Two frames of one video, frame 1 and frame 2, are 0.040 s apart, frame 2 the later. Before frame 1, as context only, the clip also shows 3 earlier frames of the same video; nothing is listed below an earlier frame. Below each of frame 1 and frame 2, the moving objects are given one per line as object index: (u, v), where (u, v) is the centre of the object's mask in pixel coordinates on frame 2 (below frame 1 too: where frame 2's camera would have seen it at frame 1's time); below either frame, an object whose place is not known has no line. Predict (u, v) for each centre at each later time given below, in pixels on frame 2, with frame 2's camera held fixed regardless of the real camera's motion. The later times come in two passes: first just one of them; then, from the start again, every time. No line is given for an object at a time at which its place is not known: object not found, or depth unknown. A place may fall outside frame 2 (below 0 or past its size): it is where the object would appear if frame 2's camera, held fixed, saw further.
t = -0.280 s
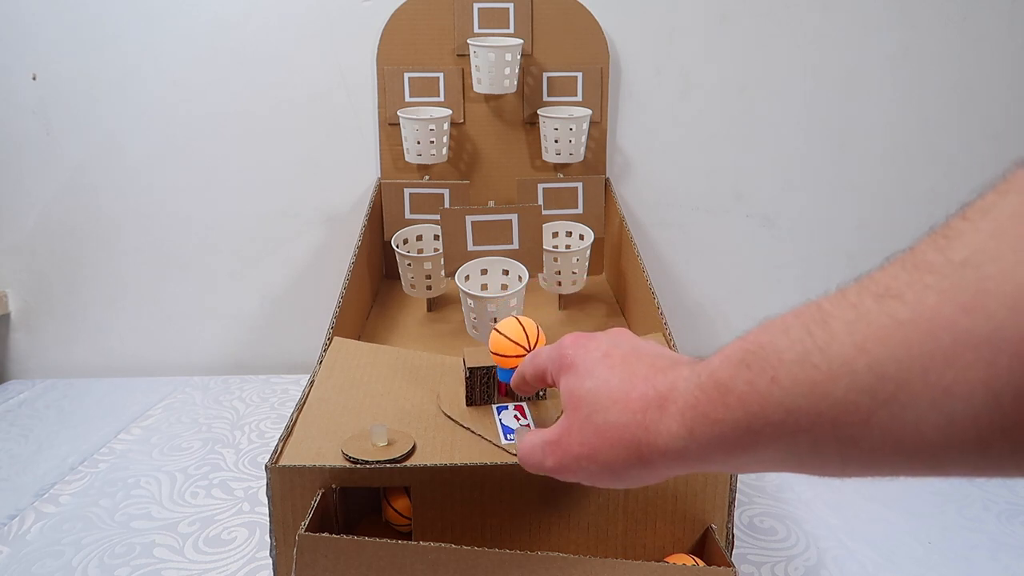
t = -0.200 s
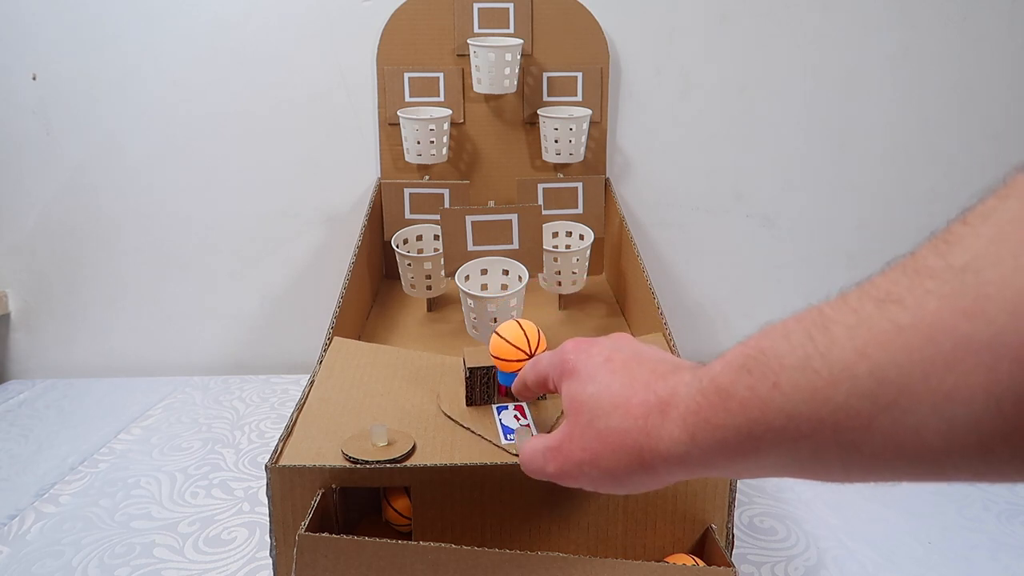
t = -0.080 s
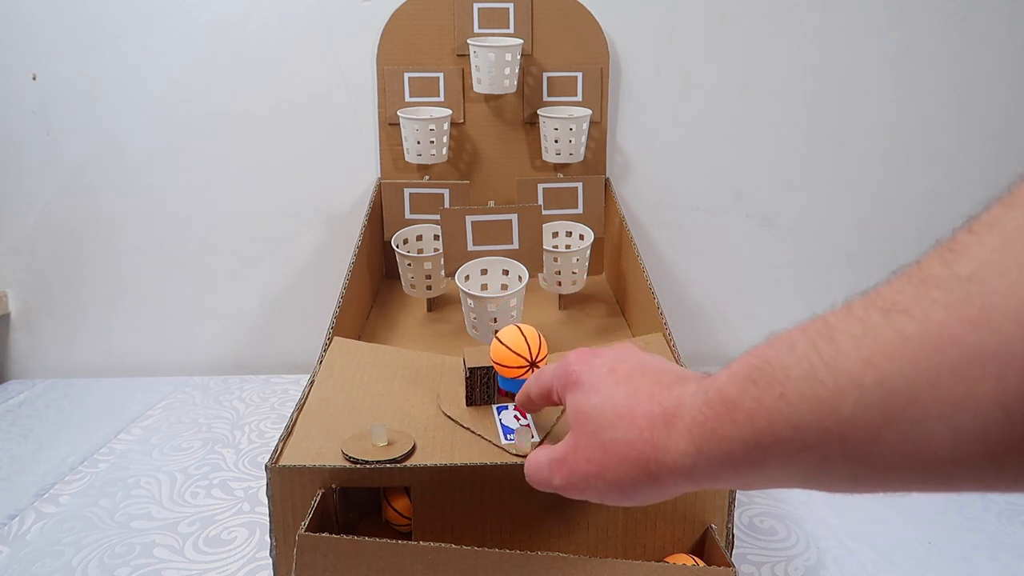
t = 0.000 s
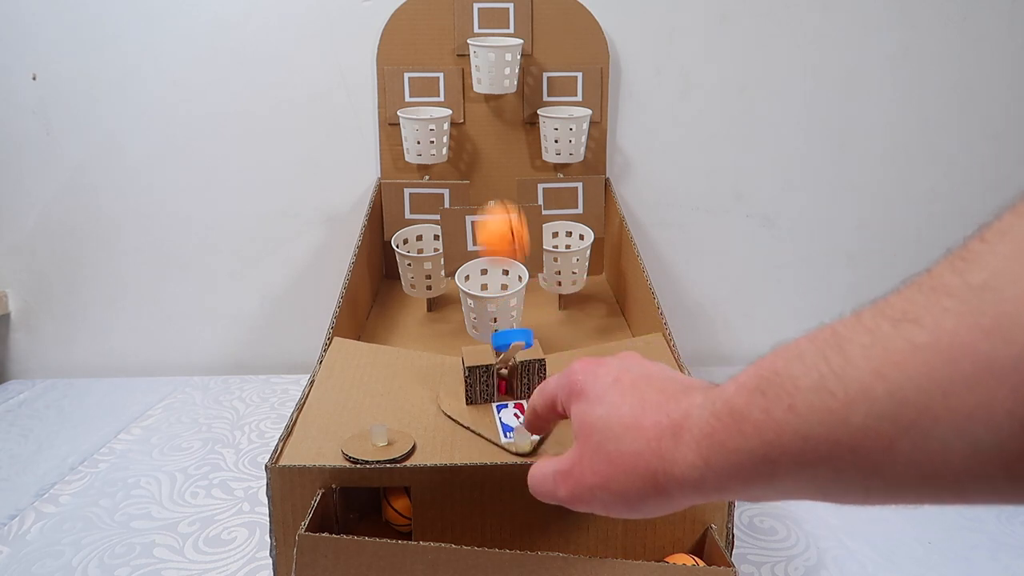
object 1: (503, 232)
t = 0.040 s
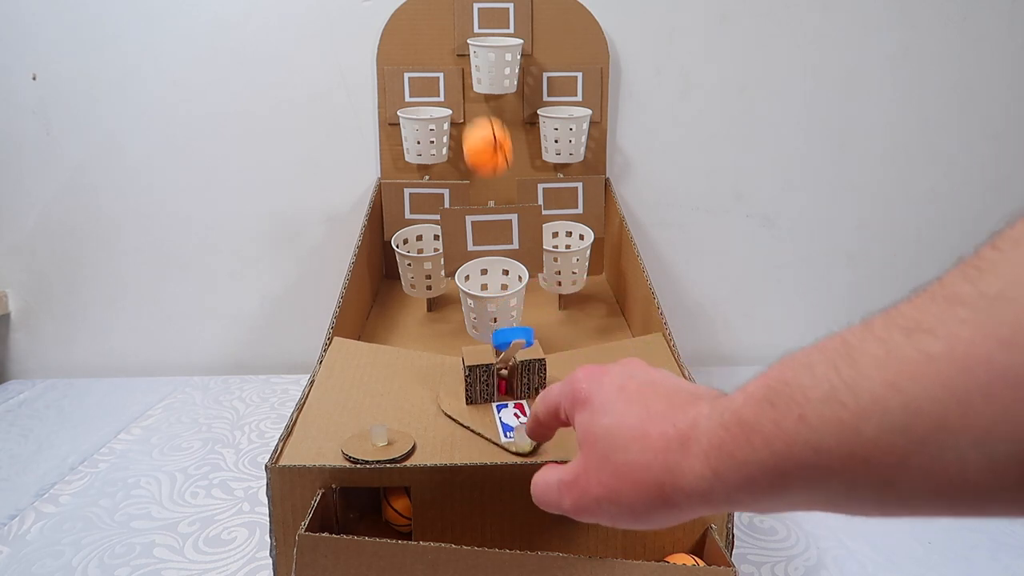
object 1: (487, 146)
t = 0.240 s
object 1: (442, 60)
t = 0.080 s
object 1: (474, 89)
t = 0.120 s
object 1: (463, 55)
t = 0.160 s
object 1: (455, 42)
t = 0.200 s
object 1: (448, 45)
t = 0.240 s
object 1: (442, 60)
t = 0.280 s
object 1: (438, 88)
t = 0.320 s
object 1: (431, 106)
